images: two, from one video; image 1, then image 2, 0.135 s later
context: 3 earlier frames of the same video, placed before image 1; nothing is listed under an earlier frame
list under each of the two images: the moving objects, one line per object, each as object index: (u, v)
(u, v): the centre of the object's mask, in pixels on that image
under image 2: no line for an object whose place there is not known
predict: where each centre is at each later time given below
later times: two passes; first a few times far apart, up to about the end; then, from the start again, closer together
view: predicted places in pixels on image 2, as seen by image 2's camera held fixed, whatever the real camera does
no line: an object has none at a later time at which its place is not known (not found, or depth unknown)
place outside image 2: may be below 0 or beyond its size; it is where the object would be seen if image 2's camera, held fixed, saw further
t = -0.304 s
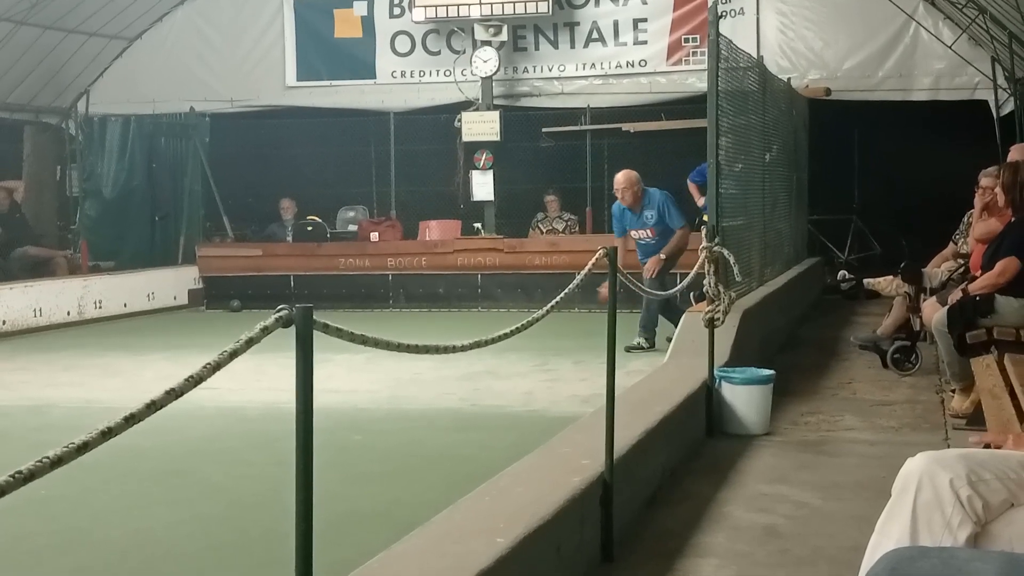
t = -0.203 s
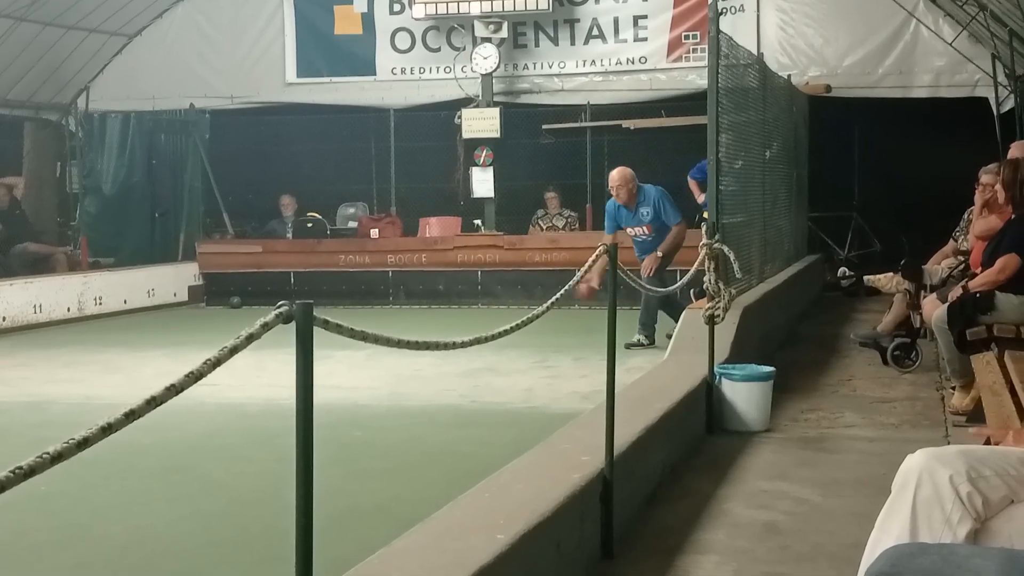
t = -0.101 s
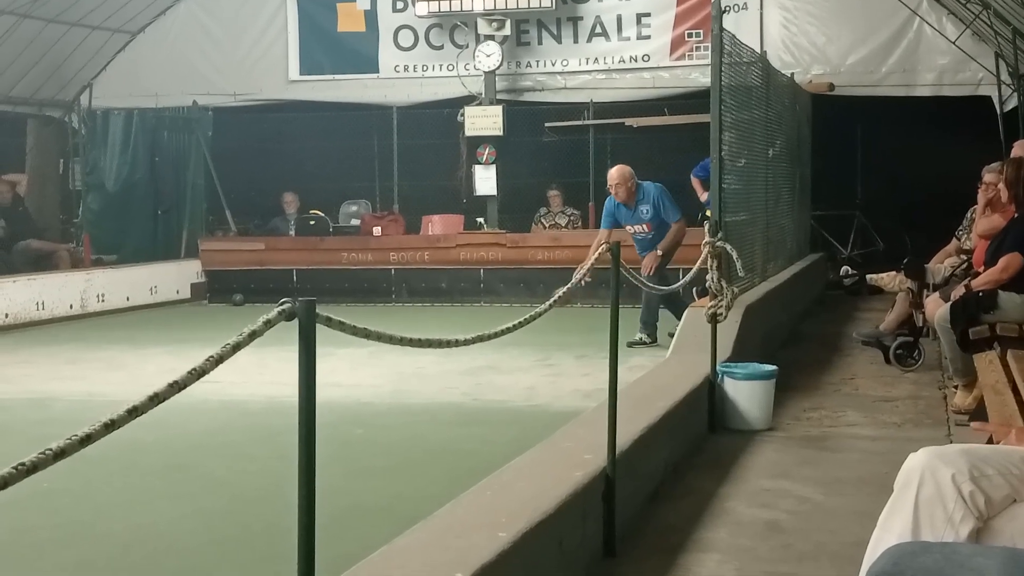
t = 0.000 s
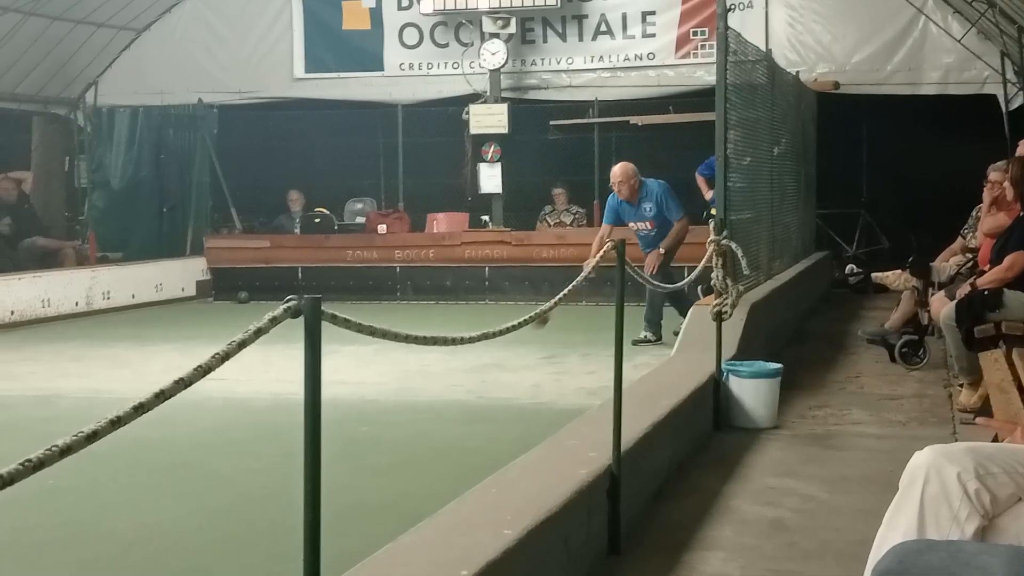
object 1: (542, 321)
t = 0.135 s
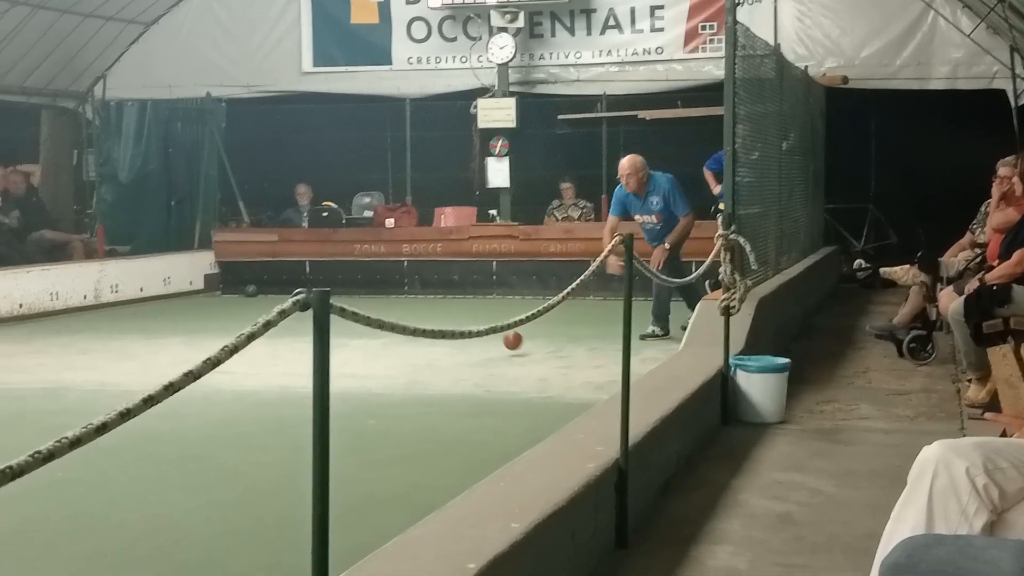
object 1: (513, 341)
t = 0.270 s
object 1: (483, 349)
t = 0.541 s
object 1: (418, 360)
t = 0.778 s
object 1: (356, 369)
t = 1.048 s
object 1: (280, 381)
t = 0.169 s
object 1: (506, 340)
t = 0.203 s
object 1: (499, 341)
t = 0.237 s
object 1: (491, 344)
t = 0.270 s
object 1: (483, 349)
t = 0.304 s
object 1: (476, 351)
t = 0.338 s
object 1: (468, 352)
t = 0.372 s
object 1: (459, 354)
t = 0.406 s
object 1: (452, 355)
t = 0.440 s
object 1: (444, 356)
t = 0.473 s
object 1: (435, 357)
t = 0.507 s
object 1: (427, 359)
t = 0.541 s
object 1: (418, 360)
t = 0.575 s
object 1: (410, 361)
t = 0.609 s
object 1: (401, 362)
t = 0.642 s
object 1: (393, 364)
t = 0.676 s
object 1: (384, 365)
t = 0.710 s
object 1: (375, 367)
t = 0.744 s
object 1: (366, 368)
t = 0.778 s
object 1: (356, 369)
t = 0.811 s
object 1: (347, 371)
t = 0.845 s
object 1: (342, 372)
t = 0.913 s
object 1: (315, 375)
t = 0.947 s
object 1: (309, 377)
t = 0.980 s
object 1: (300, 378)
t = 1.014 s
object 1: (290, 380)
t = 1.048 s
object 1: (280, 381)
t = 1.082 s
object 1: (270, 383)
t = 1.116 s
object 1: (259, 385)
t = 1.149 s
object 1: (248, 386)
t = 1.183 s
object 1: (238, 388)
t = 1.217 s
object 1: (227, 390)
